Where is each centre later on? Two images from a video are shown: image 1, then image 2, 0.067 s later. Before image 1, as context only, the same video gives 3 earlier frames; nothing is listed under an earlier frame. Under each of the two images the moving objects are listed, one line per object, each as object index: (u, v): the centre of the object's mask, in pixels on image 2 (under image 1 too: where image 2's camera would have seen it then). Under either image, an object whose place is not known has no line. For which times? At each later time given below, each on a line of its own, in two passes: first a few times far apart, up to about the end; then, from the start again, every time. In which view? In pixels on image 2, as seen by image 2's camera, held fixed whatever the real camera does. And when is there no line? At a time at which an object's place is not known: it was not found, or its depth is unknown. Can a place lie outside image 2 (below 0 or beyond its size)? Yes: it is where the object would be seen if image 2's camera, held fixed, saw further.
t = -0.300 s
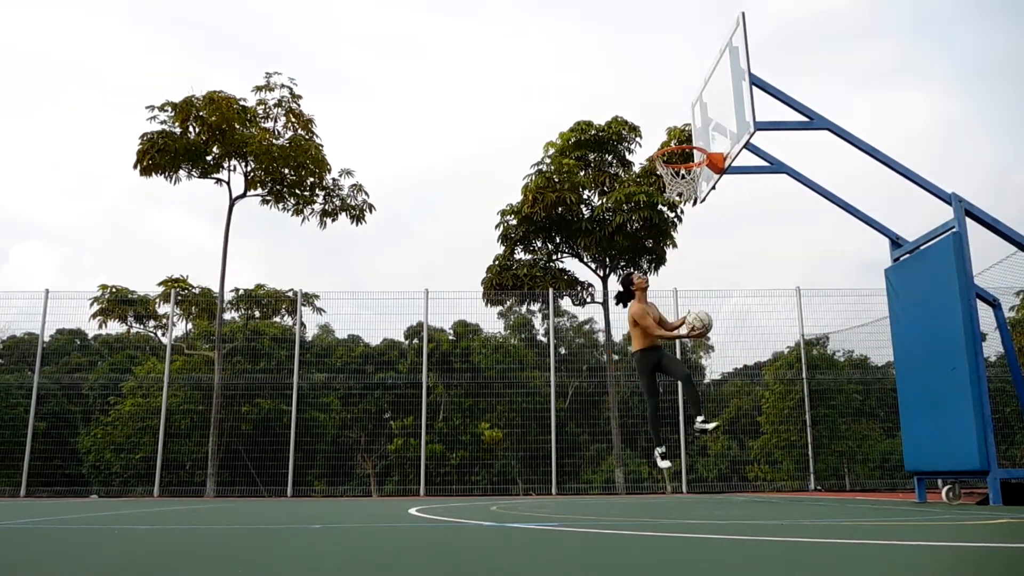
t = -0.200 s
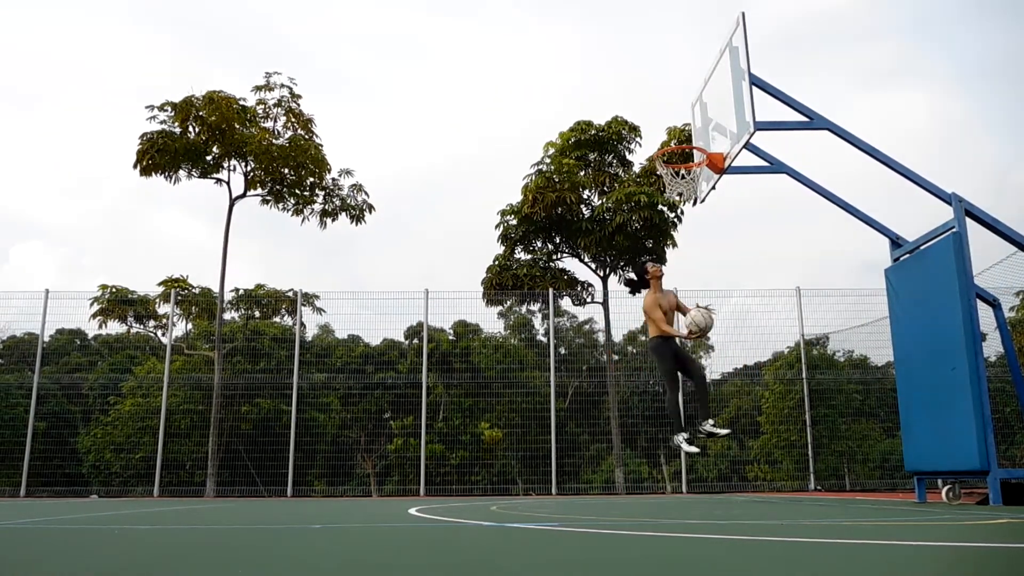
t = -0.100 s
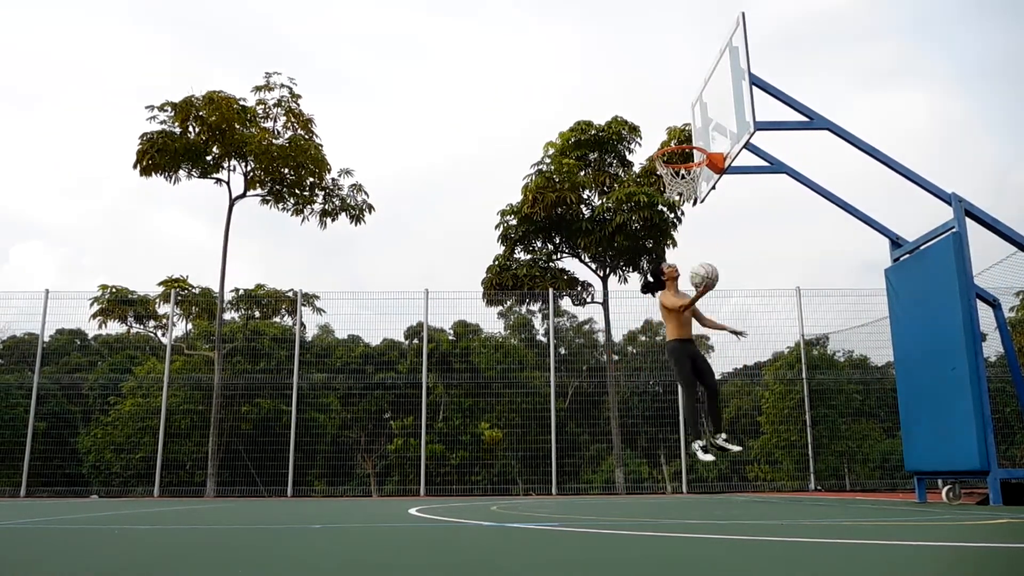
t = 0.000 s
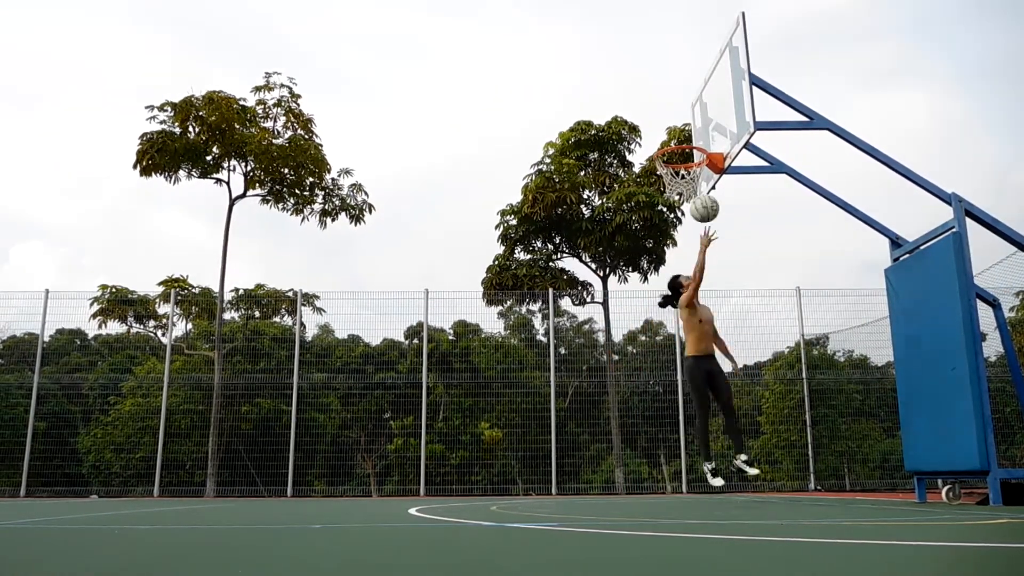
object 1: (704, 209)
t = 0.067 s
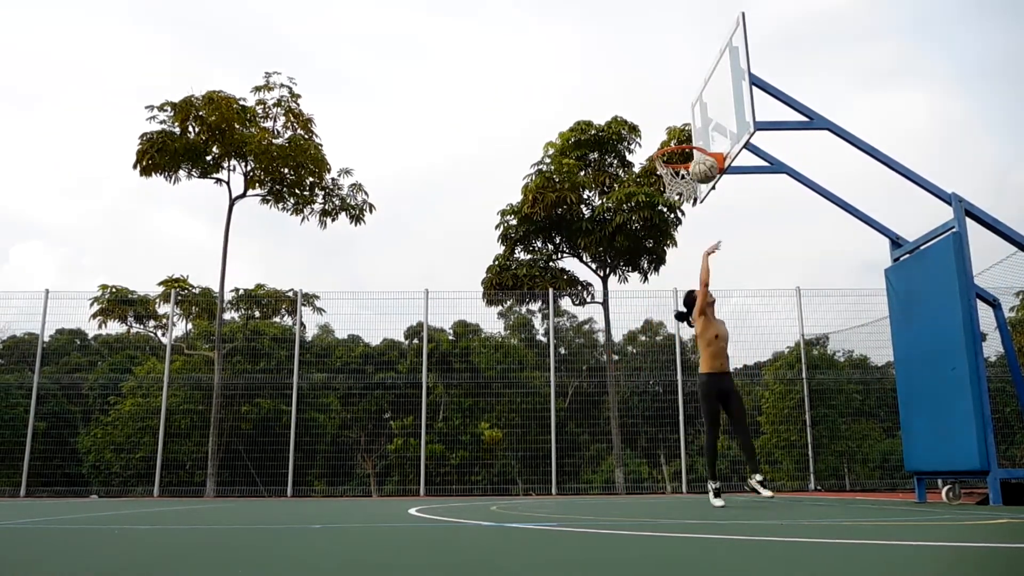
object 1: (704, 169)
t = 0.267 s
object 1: (704, 85)
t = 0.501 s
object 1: (709, 43)
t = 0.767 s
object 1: (705, 67)
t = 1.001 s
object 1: (707, 136)
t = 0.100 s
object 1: (704, 152)
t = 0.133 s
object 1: (704, 136)
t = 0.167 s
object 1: (704, 122)
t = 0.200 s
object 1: (704, 108)
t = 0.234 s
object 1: (704, 96)
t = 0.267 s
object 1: (704, 85)
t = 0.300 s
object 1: (705, 76)
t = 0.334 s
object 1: (705, 68)
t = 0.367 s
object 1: (706, 60)
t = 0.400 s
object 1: (706, 54)
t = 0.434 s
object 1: (707, 49)
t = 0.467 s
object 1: (708, 45)
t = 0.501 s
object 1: (709, 43)
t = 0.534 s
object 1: (710, 41)
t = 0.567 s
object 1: (710, 41)
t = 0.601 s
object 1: (709, 42)
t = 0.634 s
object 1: (708, 45)
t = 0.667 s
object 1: (707, 49)
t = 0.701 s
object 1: (706, 54)
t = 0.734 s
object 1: (705, 60)
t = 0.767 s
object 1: (705, 67)
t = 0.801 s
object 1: (704, 75)
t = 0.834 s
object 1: (704, 85)
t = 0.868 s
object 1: (703, 95)
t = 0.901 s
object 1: (702, 107)
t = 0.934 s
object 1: (703, 120)
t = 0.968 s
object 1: (702, 134)
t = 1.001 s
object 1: (707, 136)
